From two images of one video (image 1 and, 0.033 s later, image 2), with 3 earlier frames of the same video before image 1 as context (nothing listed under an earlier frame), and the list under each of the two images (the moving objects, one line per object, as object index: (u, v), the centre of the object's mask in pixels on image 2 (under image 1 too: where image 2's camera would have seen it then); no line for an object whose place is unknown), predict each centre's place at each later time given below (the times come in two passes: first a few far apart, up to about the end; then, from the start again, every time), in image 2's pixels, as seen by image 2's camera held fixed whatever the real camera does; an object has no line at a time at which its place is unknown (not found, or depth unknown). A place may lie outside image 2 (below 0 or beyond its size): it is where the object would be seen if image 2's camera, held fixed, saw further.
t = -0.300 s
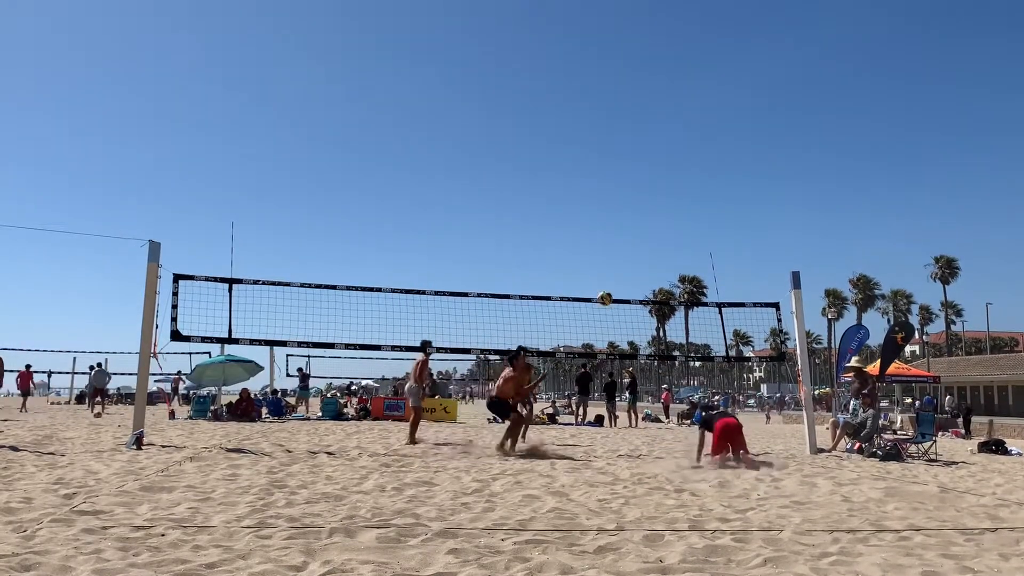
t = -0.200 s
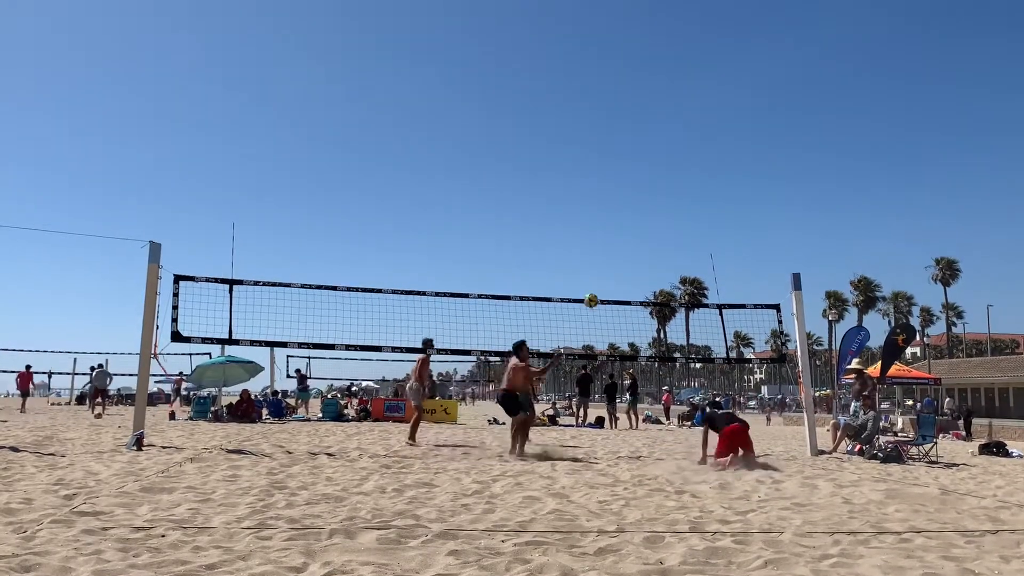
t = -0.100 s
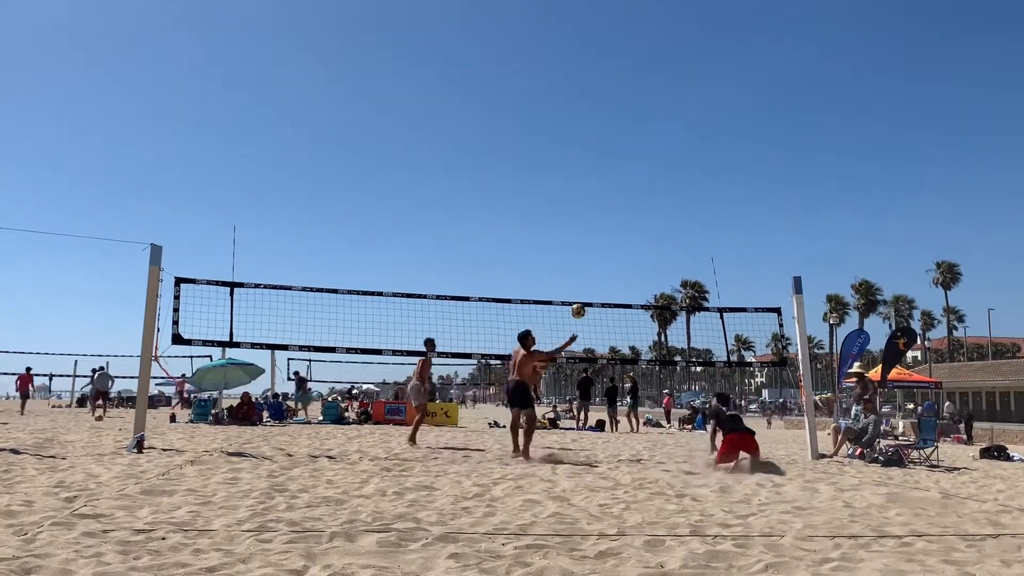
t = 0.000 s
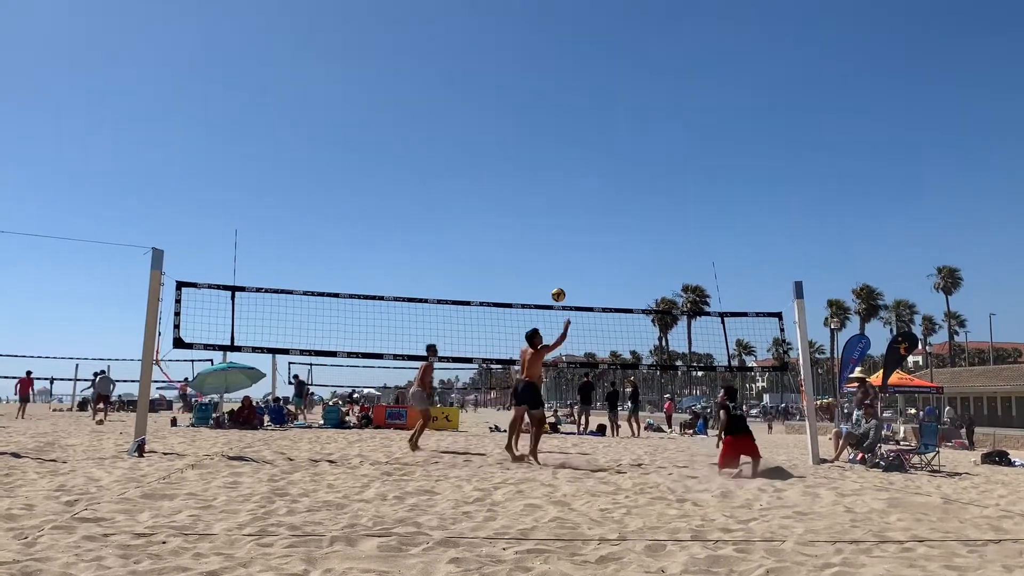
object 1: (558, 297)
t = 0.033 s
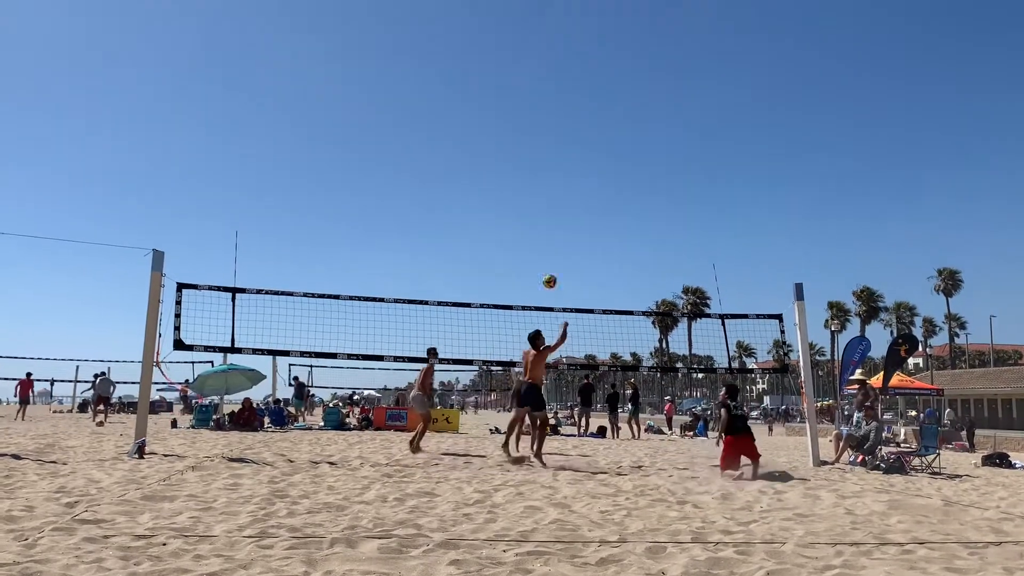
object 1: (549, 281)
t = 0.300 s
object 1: (487, 197)
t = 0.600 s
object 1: (429, 166)
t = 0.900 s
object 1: (382, 187)
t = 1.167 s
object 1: (346, 237)
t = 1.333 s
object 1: (328, 282)
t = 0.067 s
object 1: (541, 267)
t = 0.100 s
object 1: (533, 254)
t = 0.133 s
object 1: (525, 242)
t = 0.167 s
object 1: (517, 231)
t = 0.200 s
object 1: (509, 222)
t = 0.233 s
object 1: (502, 213)
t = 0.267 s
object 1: (494, 204)
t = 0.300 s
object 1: (487, 197)
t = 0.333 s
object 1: (480, 191)
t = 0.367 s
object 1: (473, 185)
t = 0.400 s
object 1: (467, 180)
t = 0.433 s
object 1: (461, 176)
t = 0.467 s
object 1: (454, 173)
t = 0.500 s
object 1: (448, 170)
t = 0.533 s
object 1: (442, 168)
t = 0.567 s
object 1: (435, 167)
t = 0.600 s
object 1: (429, 166)
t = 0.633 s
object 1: (424, 167)
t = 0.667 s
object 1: (418, 167)
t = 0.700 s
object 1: (413, 169)
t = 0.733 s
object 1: (408, 171)
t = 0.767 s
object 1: (402, 173)
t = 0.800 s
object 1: (397, 176)
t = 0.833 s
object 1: (392, 179)
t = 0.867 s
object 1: (387, 183)
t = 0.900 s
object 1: (382, 187)
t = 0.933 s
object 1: (378, 192)
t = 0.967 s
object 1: (373, 197)
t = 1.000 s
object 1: (369, 203)
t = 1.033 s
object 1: (364, 209)
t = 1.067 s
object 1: (360, 215)
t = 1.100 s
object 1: (355, 222)
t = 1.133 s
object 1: (351, 229)
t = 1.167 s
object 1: (346, 237)
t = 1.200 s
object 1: (343, 246)
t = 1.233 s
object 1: (339, 254)
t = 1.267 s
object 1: (335, 263)
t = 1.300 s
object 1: (331, 273)
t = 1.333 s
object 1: (328, 282)
